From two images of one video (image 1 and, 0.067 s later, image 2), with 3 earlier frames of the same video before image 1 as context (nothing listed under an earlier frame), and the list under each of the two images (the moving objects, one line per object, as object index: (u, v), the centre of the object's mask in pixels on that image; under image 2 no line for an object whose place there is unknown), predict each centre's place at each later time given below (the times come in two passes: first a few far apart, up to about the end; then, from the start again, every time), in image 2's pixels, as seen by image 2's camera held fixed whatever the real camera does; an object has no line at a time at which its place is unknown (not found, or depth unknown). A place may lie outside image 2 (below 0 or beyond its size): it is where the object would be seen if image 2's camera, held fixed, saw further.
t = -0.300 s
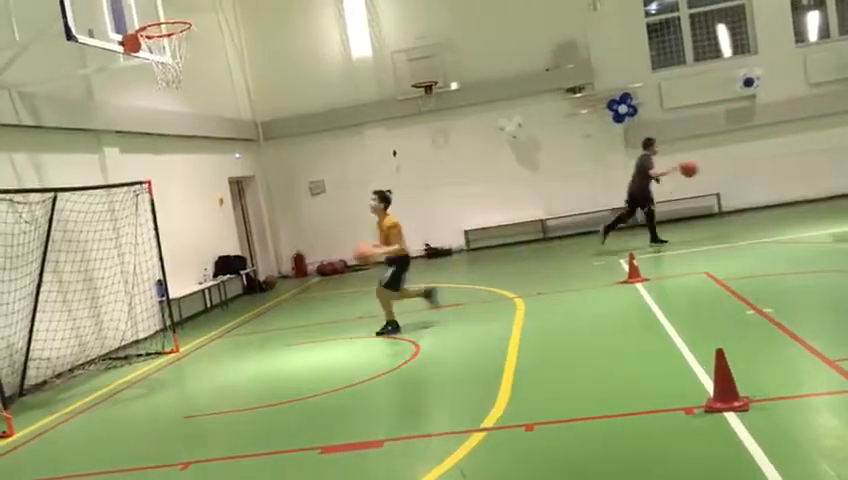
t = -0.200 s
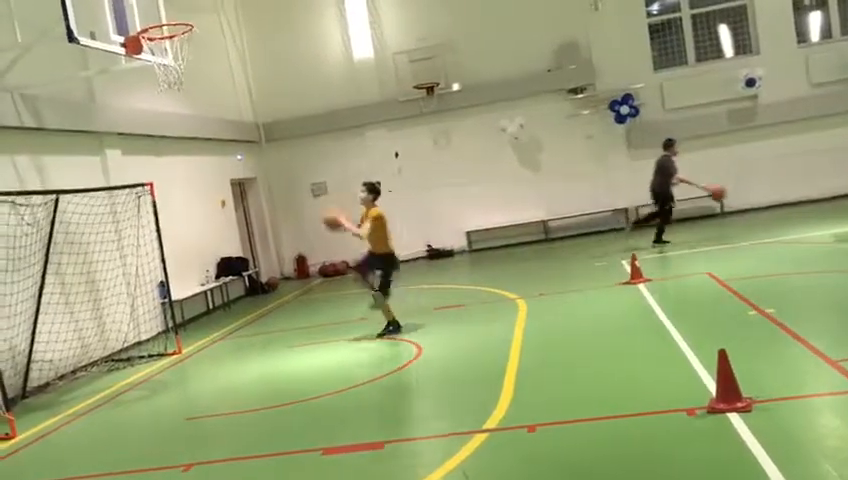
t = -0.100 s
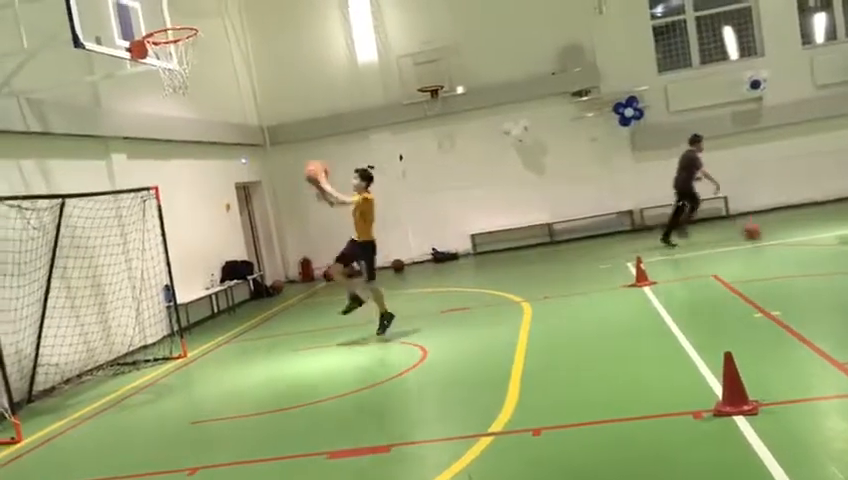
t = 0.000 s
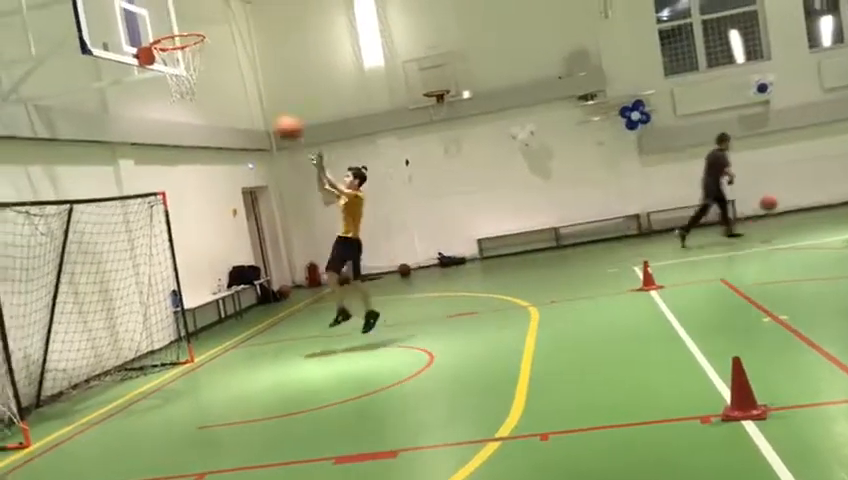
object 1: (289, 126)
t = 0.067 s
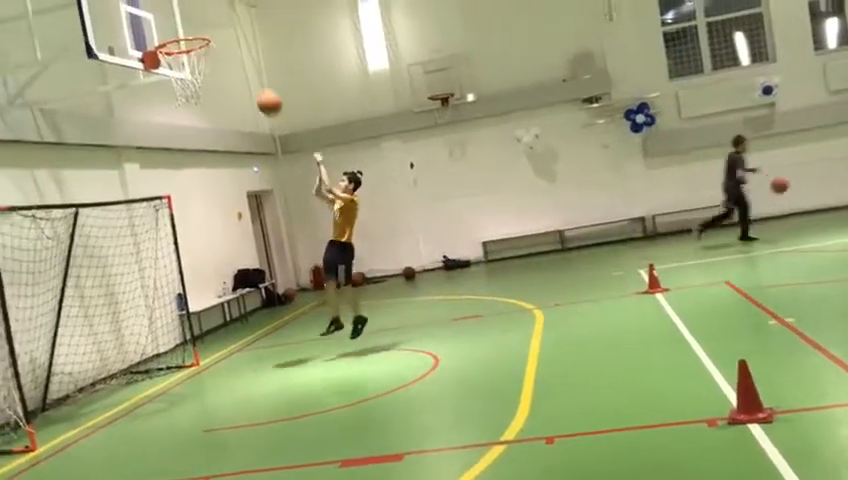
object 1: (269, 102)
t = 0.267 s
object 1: (202, 38)
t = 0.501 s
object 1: (160, 11)
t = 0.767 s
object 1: (185, 19)
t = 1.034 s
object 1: (194, 37)
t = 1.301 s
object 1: (171, 80)
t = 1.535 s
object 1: (172, 124)
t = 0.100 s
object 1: (257, 89)
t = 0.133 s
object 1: (246, 77)
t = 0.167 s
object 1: (235, 67)
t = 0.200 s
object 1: (223, 55)
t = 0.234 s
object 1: (214, 47)
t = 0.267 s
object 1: (202, 38)
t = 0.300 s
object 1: (191, 29)
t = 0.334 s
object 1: (179, 25)
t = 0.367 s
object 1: (168, 19)
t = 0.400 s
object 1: (158, 16)
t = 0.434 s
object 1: (153, 14)
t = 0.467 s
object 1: (156, 11)
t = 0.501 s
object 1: (160, 11)
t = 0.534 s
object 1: (164, 11)
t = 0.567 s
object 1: (168, 13)
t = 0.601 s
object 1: (172, 17)
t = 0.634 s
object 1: (178, 20)
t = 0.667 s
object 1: (183, 25)
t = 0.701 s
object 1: (185, 25)
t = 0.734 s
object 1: (185, 22)
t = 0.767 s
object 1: (185, 19)
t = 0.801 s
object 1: (186, 18)
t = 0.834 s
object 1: (187, 17)
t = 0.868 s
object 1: (187, 19)
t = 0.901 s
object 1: (189, 21)
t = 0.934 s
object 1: (191, 23)
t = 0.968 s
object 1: (193, 27)
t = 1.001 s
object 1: (196, 34)
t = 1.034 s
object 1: (194, 37)
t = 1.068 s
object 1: (190, 40)
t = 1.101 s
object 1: (187, 43)
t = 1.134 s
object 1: (183, 51)
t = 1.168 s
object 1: (181, 56)
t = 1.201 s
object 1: (178, 61)
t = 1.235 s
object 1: (175, 70)
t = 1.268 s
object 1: (173, 77)
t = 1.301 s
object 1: (171, 80)
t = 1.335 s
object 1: (170, 86)
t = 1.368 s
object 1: (169, 88)
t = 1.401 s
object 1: (170, 90)
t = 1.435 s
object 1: (170, 100)
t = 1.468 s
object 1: (171, 107)
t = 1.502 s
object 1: (172, 115)
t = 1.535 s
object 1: (172, 124)
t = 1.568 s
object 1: (174, 134)
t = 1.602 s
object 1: (175, 147)
